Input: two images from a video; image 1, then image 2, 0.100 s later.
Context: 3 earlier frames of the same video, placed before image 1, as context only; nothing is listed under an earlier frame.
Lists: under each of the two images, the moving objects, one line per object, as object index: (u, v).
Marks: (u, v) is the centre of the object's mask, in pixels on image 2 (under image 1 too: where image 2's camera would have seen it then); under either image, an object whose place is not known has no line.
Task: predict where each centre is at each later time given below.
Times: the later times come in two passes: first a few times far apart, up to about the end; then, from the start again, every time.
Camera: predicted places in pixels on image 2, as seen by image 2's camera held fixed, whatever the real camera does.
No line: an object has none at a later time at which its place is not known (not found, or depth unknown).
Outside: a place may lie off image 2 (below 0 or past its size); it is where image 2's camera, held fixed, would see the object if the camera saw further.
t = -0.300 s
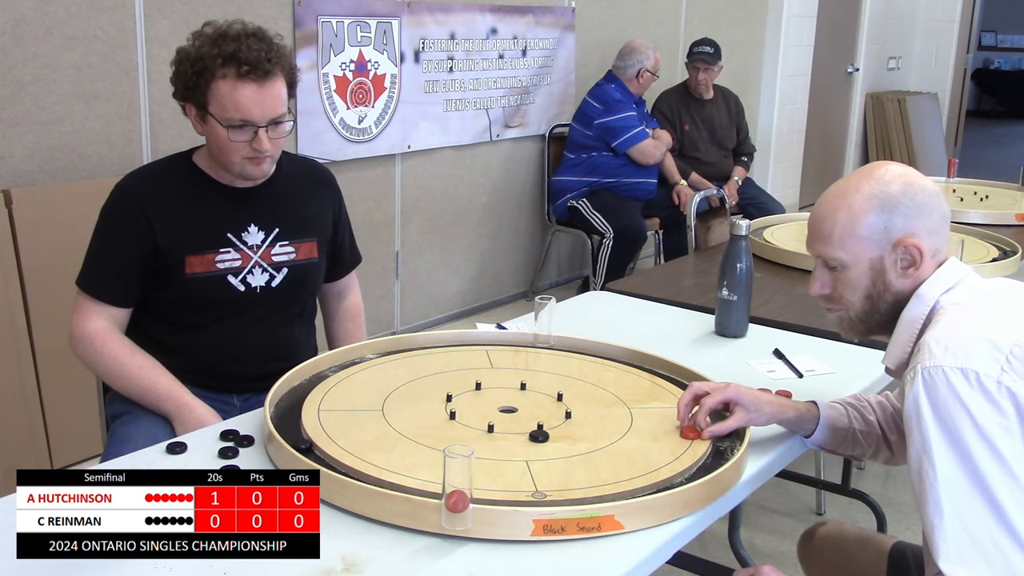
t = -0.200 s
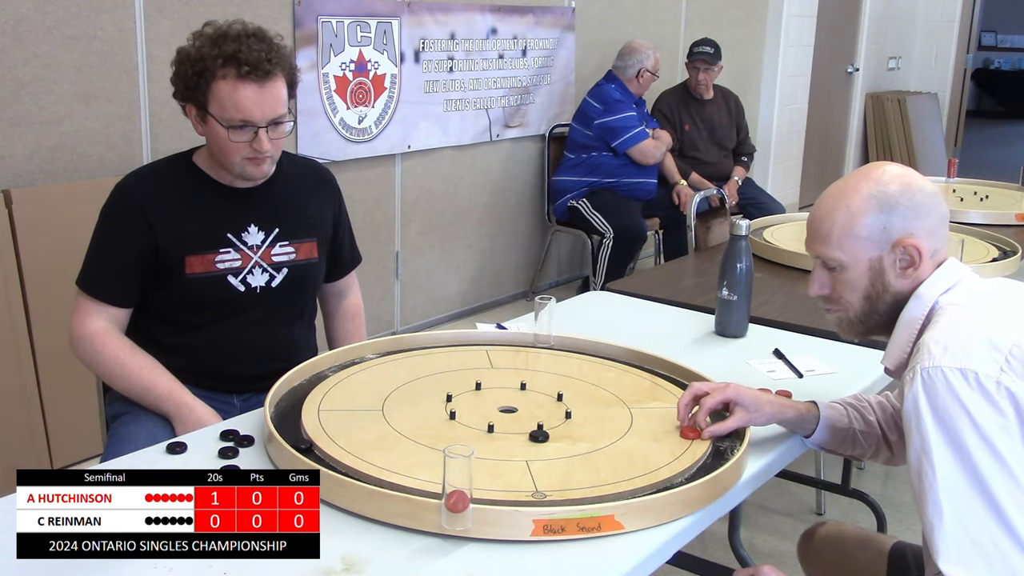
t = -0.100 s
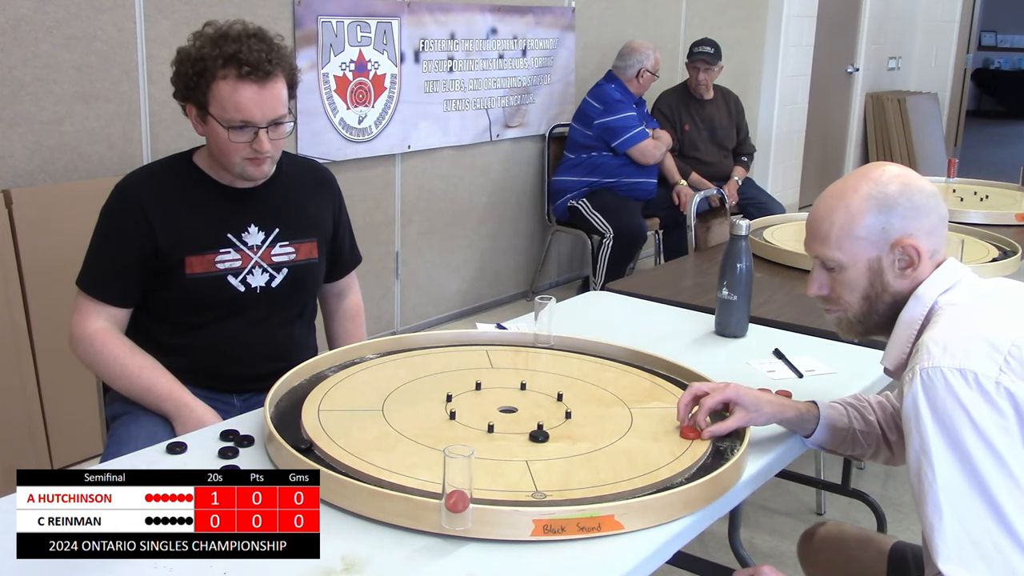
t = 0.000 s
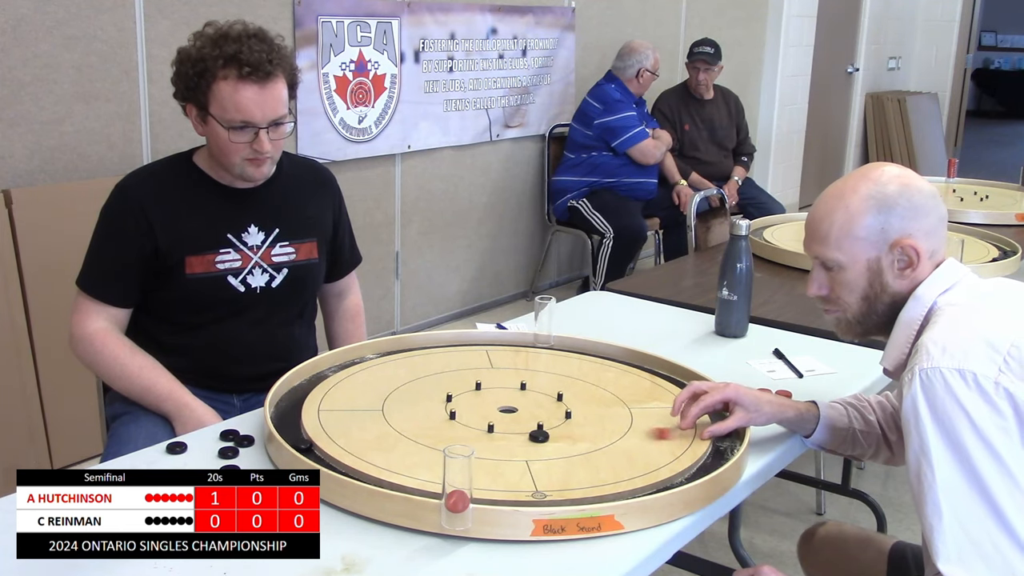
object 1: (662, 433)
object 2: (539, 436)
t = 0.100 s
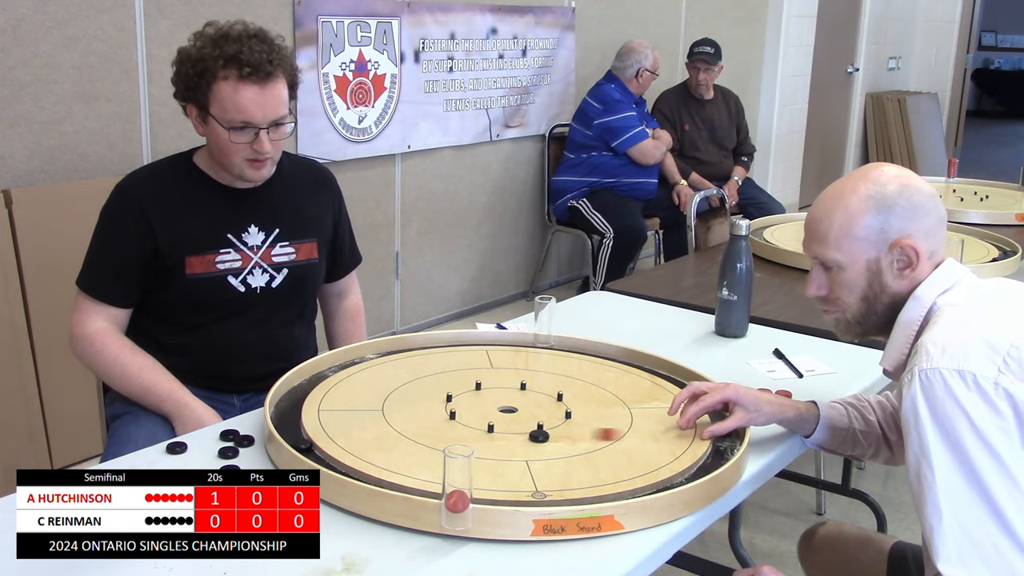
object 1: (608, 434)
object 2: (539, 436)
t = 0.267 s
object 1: (553, 432)
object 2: (513, 437)
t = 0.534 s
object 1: (553, 433)
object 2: (443, 441)
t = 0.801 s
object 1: (553, 432)
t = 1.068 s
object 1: (553, 433)
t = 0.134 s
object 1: (590, 434)
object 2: (539, 436)
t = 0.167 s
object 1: (574, 434)
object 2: (539, 436)
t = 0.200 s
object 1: (558, 435)
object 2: (538, 436)
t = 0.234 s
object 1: (554, 433)
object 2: (525, 437)
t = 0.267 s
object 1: (553, 432)
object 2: (513, 437)
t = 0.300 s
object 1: (553, 433)
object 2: (501, 438)
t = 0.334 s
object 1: (553, 433)
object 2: (491, 438)
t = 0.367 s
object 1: (553, 433)
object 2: (481, 439)
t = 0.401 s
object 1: (553, 433)
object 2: (472, 440)
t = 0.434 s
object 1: (553, 433)
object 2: (464, 440)
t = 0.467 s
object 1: (553, 433)
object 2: (456, 441)
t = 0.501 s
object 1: (553, 433)
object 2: (449, 441)
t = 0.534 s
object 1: (553, 433)
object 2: (443, 441)
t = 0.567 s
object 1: (553, 432)
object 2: (438, 442)
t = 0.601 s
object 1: (553, 432)
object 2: (434, 442)
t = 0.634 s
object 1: (553, 432)
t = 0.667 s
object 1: (553, 432)
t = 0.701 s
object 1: (553, 433)
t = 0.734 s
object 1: (553, 432)
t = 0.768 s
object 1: (553, 432)
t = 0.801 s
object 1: (553, 432)
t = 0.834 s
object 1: (553, 433)
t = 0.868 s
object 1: (553, 433)
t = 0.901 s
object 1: (553, 433)
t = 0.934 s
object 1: (553, 433)
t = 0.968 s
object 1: (553, 433)
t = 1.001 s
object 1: (553, 433)
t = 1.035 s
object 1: (554, 433)
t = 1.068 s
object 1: (553, 433)
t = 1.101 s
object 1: (553, 433)
